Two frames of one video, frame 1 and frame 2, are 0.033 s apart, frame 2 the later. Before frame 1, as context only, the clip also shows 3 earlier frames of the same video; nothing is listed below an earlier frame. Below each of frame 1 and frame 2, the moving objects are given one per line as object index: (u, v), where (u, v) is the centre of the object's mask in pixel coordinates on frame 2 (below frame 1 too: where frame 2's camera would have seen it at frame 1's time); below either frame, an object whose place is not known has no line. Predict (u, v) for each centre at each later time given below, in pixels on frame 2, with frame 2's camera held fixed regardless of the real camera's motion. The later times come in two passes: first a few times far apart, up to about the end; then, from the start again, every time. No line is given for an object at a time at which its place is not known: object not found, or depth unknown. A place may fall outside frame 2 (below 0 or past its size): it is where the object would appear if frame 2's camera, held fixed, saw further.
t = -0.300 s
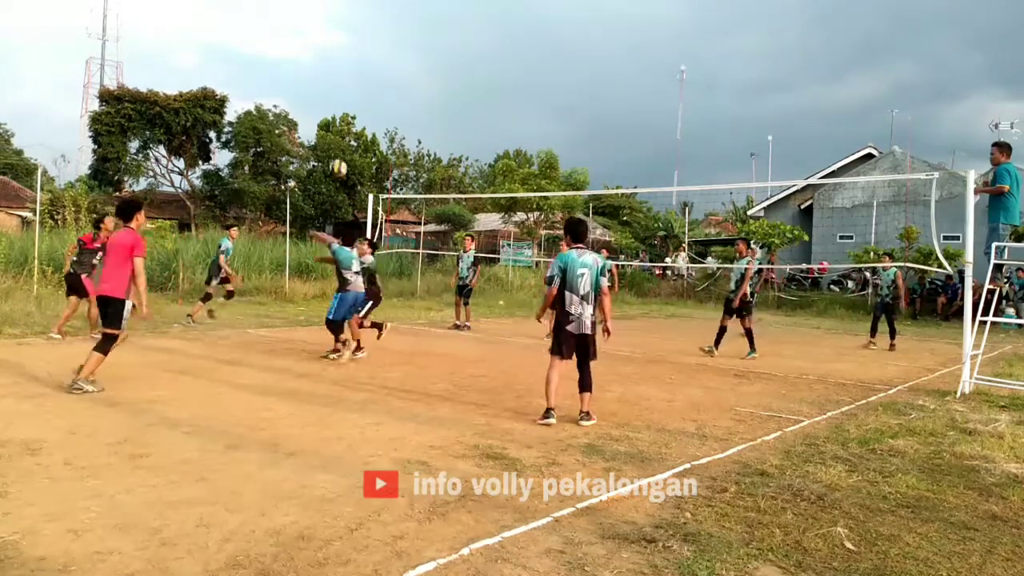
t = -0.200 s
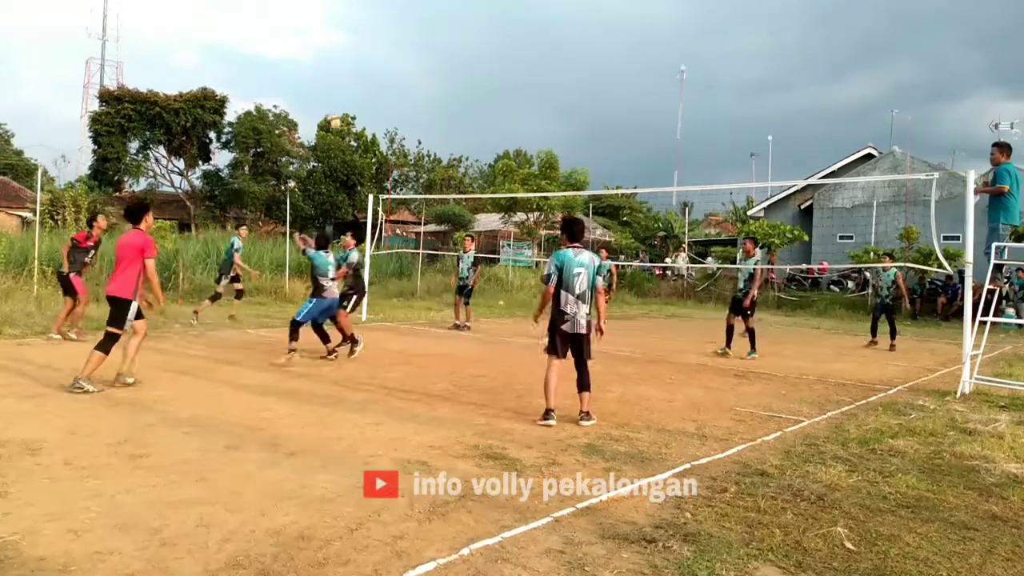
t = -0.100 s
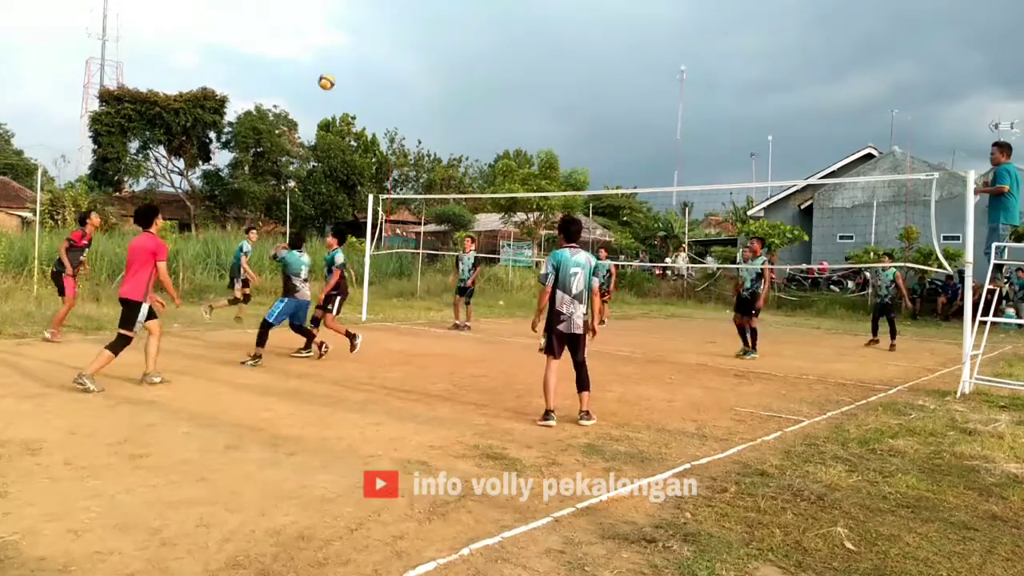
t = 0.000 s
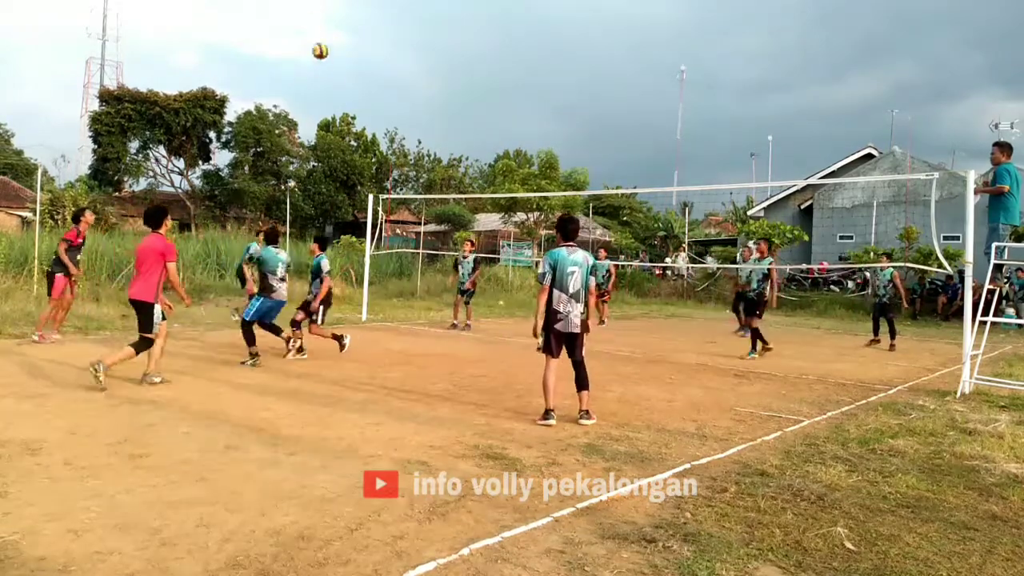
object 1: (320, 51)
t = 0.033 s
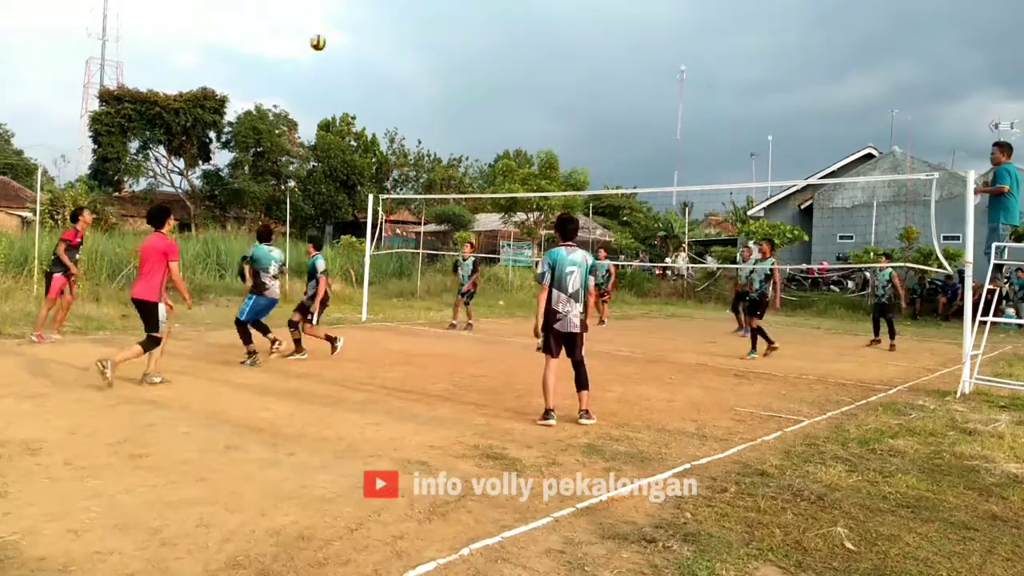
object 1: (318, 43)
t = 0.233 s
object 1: (305, 9)
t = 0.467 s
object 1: (289, 8)
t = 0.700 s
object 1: (273, 45)
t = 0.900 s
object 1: (258, 105)
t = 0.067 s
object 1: (315, 34)
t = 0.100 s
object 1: (313, 28)
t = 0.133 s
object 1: (312, 21)
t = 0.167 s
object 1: (309, 17)
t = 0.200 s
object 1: (307, 13)
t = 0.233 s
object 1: (305, 9)
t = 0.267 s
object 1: (303, 7)
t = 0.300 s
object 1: (300, 6)
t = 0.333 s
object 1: (299, 5)
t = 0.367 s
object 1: (296, 5)
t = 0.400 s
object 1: (294, 6)
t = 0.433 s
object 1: (292, 7)
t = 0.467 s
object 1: (289, 8)
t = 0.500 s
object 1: (287, 10)
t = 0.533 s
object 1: (285, 15)
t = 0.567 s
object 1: (282, 20)
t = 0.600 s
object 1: (280, 26)
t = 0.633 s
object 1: (278, 31)
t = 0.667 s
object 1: (275, 38)
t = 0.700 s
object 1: (273, 45)
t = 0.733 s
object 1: (270, 54)
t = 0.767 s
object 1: (268, 63)
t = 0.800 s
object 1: (266, 73)
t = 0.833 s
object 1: (264, 83)
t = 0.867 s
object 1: (261, 93)
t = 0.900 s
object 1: (258, 105)
